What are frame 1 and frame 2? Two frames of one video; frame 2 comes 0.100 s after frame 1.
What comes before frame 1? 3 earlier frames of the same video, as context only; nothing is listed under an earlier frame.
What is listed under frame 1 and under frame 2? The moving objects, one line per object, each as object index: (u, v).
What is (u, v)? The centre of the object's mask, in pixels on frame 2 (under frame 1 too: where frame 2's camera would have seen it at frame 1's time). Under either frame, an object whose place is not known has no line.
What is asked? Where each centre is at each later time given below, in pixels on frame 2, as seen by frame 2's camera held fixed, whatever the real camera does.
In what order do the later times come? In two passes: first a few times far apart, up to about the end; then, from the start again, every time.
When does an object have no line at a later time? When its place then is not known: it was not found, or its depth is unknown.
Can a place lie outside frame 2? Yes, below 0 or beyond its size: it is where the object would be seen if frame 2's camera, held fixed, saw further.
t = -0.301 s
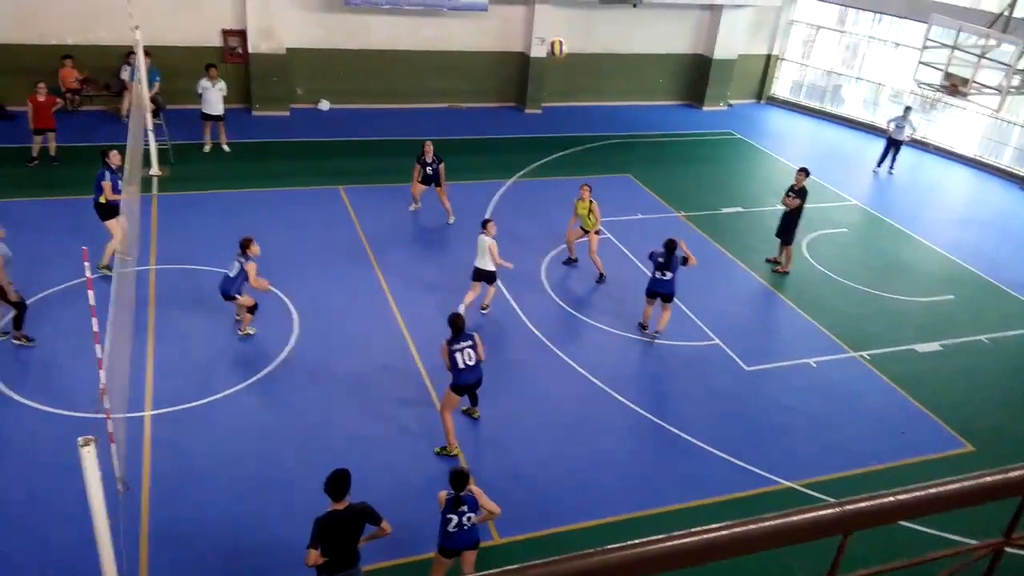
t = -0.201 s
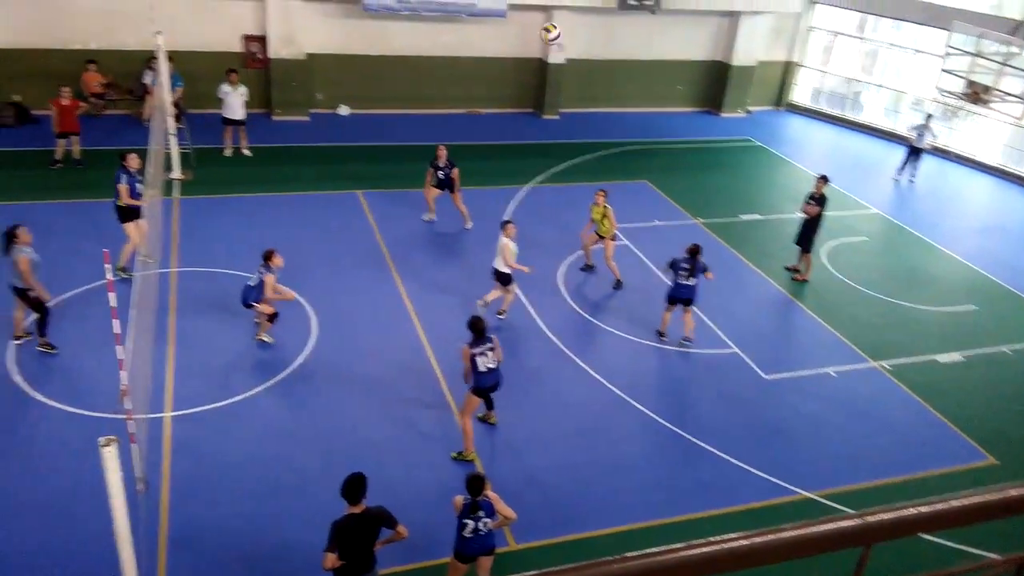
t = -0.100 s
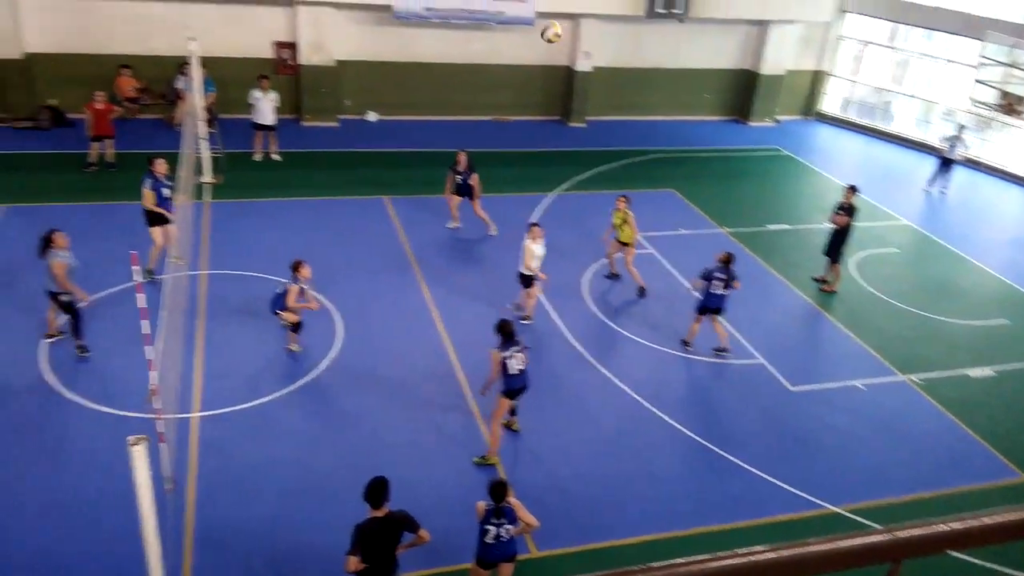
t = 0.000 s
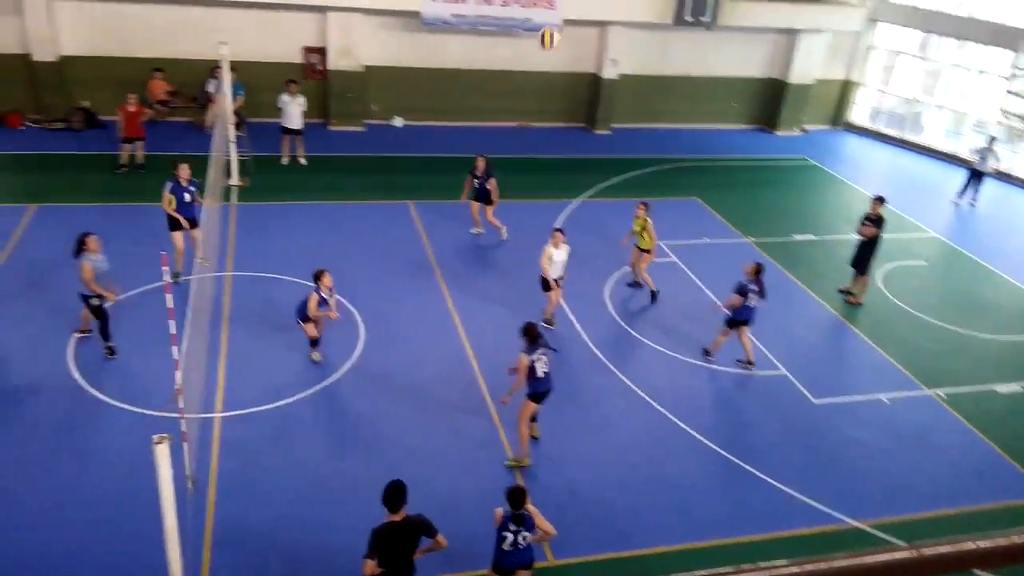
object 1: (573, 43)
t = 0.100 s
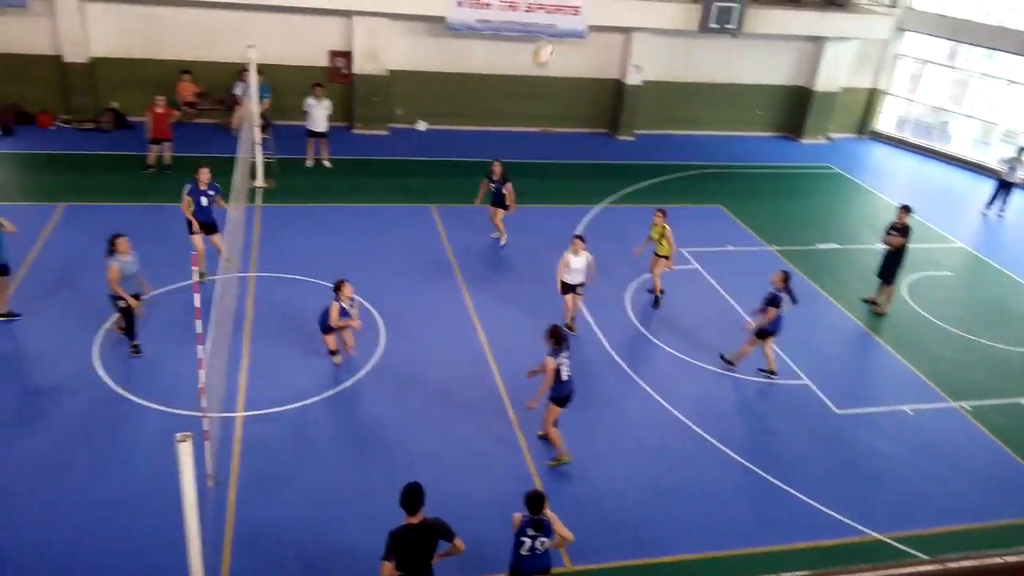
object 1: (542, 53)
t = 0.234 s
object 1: (500, 86)
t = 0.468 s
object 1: (422, 184)
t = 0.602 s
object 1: (379, 261)
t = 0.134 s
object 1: (532, 62)
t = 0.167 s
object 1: (521, 69)
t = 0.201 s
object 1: (511, 77)
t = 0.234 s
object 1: (500, 86)
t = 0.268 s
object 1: (489, 96)
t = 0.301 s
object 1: (477, 108)
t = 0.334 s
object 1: (466, 121)
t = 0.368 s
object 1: (455, 136)
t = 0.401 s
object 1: (444, 152)
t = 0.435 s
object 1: (433, 168)
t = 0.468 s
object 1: (422, 184)
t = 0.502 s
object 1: (412, 202)
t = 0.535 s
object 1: (400, 221)
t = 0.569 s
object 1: (390, 240)
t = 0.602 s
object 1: (379, 261)
